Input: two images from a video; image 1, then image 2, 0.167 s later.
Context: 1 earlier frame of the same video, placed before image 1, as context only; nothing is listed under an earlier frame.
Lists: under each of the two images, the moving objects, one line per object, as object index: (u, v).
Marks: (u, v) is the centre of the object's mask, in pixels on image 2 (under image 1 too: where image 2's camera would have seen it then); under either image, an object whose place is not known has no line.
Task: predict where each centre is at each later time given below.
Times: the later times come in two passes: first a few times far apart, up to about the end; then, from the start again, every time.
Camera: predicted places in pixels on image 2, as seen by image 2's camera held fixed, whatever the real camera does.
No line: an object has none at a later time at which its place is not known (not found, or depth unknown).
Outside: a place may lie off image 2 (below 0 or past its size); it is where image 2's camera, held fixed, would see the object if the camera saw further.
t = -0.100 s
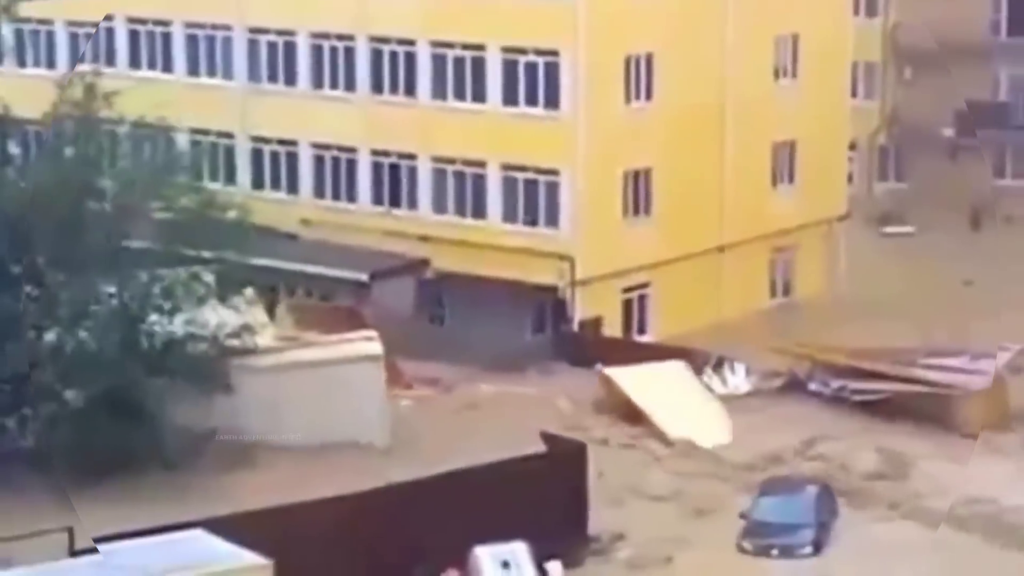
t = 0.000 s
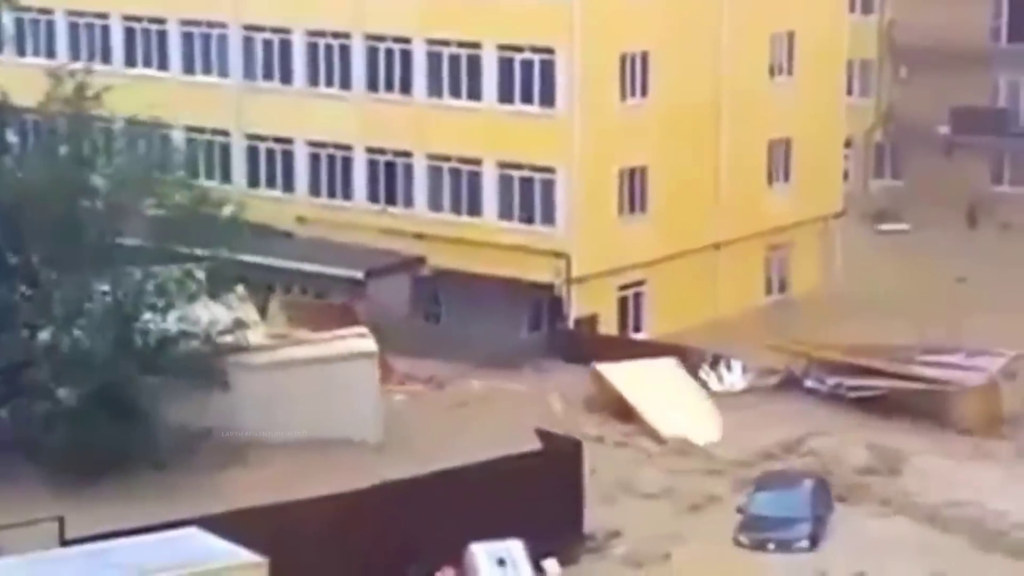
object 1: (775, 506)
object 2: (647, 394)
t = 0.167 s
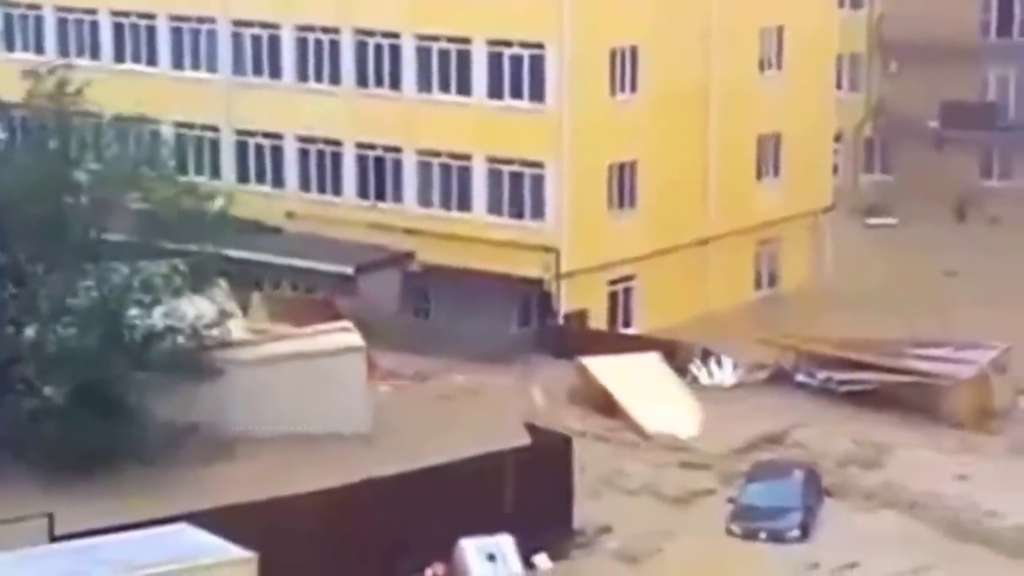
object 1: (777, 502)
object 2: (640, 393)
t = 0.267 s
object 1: (777, 500)
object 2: (636, 392)
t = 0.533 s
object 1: (780, 495)
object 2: (621, 390)
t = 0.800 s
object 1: (783, 489)
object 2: (609, 386)
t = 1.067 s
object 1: (782, 483)
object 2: (592, 386)
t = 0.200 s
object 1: (777, 501)
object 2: (638, 393)
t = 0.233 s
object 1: (777, 501)
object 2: (637, 393)
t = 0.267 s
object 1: (777, 500)
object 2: (636, 392)
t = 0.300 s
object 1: (778, 500)
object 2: (633, 392)
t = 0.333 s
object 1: (778, 499)
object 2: (632, 392)
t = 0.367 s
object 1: (778, 498)
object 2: (630, 392)
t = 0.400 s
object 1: (778, 498)
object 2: (628, 392)
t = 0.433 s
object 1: (779, 498)
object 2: (626, 391)
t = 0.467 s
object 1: (780, 496)
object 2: (624, 391)
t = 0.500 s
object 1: (780, 496)
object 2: (622, 391)
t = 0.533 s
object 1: (780, 495)
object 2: (621, 390)
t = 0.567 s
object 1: (780, 495)
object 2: (620, 389)
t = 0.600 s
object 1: (781, 494)
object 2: (618, 389)
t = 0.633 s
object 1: (781, 493)
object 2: (618, 389)
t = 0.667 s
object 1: (781, 493)
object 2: (615, 388)
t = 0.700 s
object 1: (782, 492)
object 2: (614, 388)
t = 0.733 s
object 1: (783, 491)
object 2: (612, 387)
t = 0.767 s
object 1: (783, 490)
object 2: (610, 387)
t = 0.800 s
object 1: (783, 489)
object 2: (609, 386)
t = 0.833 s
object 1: (784, 488)
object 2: (606, 386)
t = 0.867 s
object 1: (782, 489)
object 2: (602, 387)
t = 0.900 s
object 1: (782, 488)
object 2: (600, 386)
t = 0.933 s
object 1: (783, 487)
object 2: (598, 386)
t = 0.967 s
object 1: (784, 485)
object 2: (598, 387)
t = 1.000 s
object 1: (783, 485)
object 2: (595, 386)
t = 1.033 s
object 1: (782, 484)
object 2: (594, 386)
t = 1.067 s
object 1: (782, 483)
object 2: (592, 386)
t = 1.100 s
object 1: (782, 483)
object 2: (591, 386)
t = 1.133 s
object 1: (781, 482)
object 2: (589, 385)
